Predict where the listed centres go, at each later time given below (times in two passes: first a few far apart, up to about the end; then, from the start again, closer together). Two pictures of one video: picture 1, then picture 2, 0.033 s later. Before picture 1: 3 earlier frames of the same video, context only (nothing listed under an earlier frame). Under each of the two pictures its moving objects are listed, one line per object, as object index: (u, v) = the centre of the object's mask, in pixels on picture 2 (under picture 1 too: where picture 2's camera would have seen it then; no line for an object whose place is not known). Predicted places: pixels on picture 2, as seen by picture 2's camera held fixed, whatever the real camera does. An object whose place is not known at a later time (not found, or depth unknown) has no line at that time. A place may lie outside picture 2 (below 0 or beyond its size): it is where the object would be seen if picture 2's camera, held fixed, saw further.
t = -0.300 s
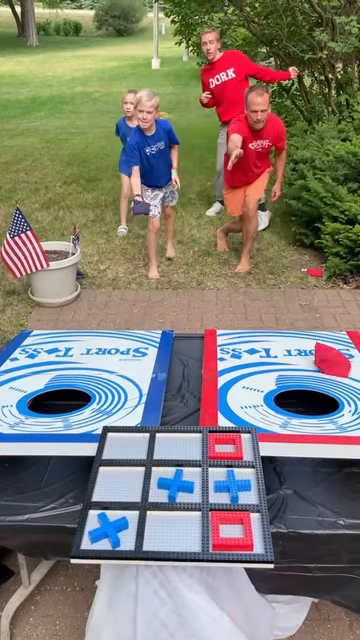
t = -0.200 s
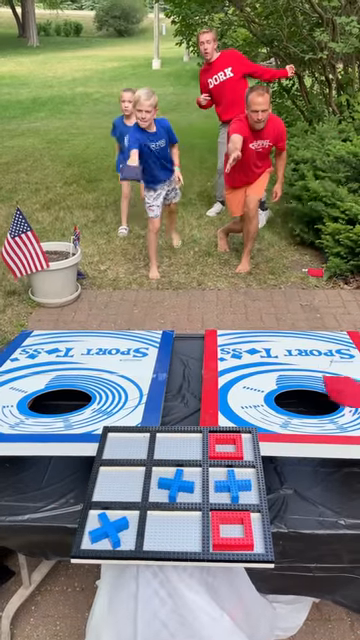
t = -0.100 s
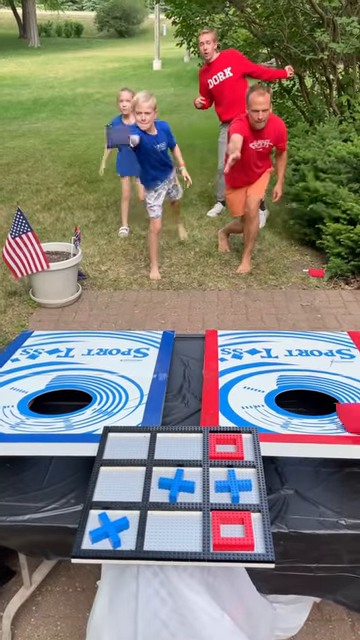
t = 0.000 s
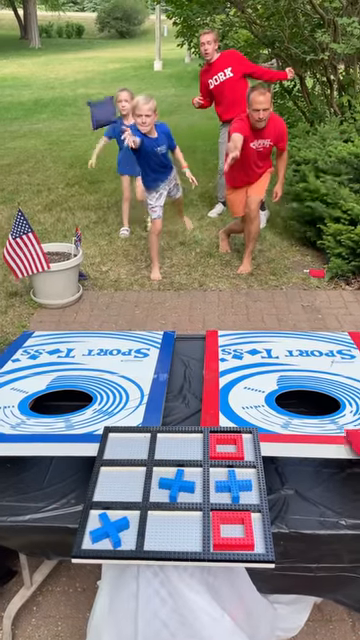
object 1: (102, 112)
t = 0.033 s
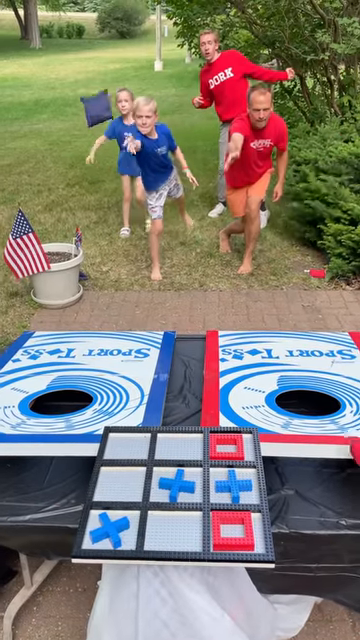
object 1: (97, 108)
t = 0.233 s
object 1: (57, 138)
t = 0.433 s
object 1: (13, 294)
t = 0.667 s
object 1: (0, 368)
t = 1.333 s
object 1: (1, 369)
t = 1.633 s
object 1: (0, 369)
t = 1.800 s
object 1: (6, 367)
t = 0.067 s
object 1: (91, 106)
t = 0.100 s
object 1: (84, 106)
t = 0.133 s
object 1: (78, 110)
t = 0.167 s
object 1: (71, 115)
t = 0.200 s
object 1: (64, 125)
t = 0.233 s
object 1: (57, 138)
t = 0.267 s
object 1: (49, 155)
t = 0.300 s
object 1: (42, 175)
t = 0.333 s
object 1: (35, 200)
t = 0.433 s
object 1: (13, 294)
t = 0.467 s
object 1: (8, 332)
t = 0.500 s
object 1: (3, 368)
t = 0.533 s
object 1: (2, 366)
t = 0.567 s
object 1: (0, 366)
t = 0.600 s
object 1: (0, 366)
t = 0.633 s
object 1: (1, 367)
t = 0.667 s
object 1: (0, 368)
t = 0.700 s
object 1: (0, 367)
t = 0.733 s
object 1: (1, 367)
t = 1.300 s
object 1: (1, 369)
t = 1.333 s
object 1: (1, 369)
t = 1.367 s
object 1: (1, 369)
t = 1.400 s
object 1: (0, 369)
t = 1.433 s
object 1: (0, 369)
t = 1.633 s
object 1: (0, 369)
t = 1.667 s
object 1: (2, 369)
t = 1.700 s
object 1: (3, 368)
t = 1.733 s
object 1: (4, 368)
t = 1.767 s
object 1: (5, 368)
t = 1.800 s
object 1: (6, 367)
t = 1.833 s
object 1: (7, 367)
